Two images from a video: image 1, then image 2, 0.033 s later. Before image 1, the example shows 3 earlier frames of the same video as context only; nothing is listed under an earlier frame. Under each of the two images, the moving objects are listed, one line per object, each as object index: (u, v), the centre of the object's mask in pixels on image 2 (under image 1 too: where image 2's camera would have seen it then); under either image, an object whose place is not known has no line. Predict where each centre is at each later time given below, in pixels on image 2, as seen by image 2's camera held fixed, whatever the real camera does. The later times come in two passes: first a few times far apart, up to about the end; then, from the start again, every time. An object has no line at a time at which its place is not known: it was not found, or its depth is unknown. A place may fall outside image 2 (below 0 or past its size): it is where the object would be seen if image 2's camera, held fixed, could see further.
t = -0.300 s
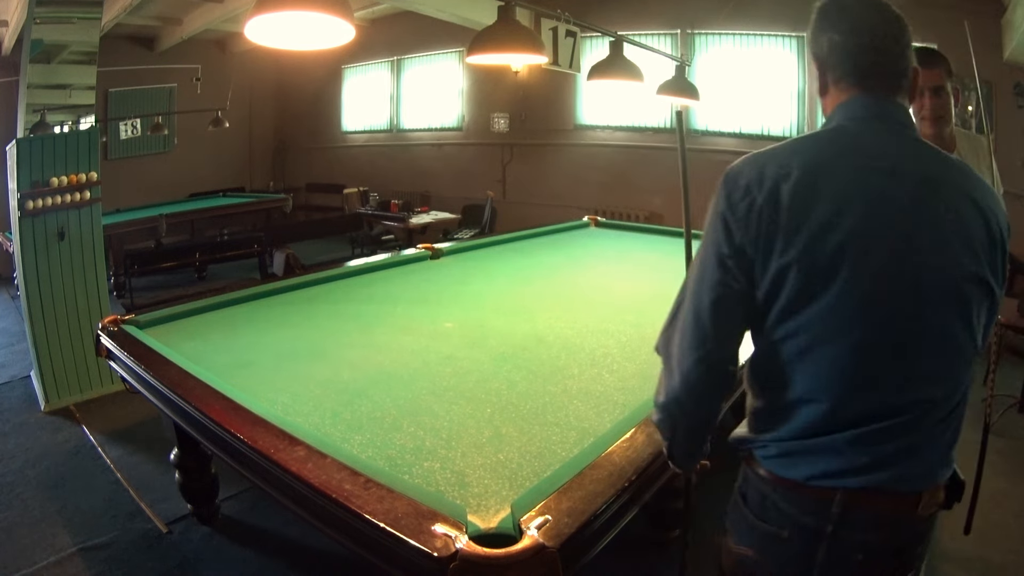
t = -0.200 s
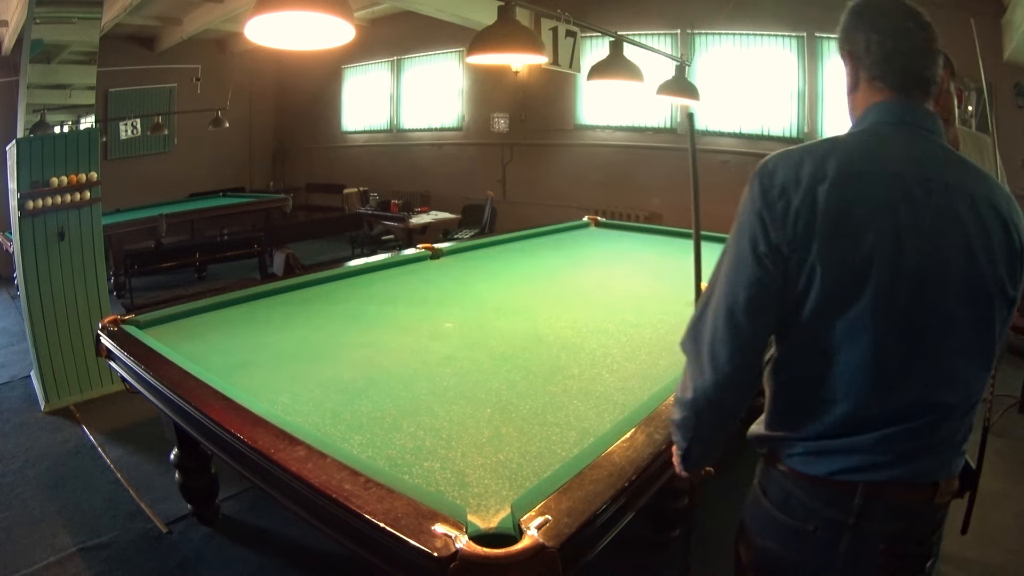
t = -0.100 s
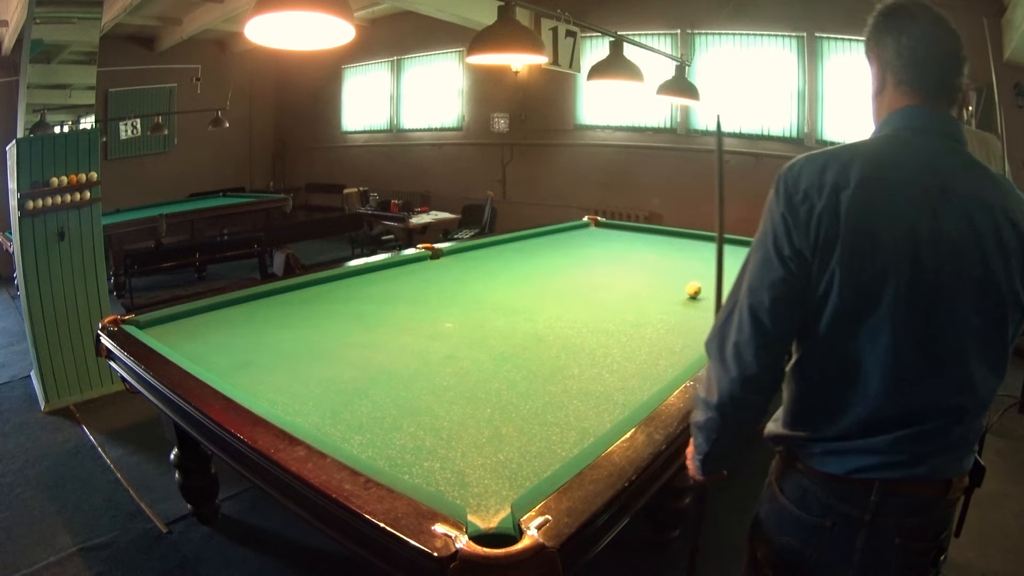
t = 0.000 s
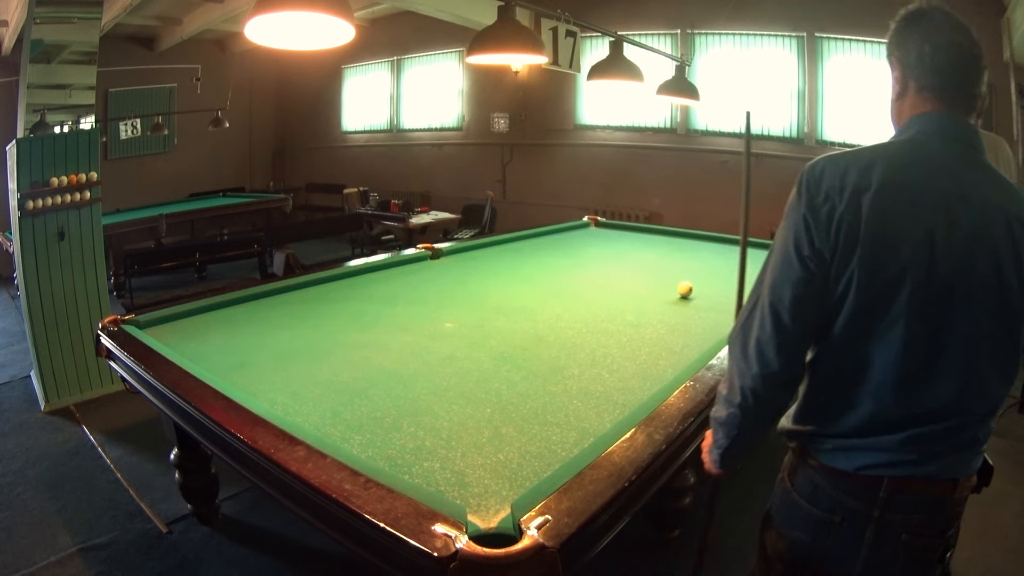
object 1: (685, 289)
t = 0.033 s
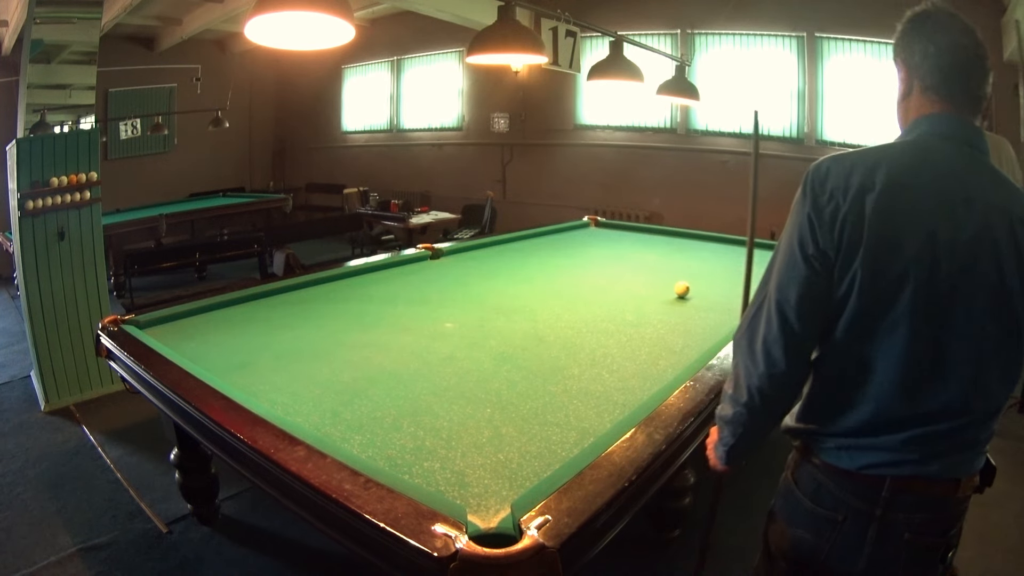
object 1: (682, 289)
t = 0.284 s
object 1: (661, 289)
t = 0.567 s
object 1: (638, 288)
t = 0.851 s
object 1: (615, 288)
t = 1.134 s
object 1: (593, 287)
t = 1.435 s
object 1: (572, 286)
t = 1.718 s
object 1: (552, 286)
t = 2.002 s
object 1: (534, 286)
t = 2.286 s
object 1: (517, 285)
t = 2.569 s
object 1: (501, 285)
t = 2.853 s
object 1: (485, 285)
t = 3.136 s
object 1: (471, 285)
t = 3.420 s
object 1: (459, 285)
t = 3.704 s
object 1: (448, 285)
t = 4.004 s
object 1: (437, 285)
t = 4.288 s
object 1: (428, 286)
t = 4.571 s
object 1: (421, 286)
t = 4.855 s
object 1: (415, 286)
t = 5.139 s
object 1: (410, 286)
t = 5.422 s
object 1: (407, 286)
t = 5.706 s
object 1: (406, 286)
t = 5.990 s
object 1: (405, 286)
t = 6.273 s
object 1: (405, 286)
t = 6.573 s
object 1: (405, 286)
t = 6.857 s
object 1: (405, 286)
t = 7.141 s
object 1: (405, 286)
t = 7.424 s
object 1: (405, 286)
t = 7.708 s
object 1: (405, 286)
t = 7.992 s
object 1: (405, 286)
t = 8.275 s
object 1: (405, 286)
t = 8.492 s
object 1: (405, 286)
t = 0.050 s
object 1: (680, 289)
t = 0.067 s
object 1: (679, 289)
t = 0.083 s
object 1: (677, 289)
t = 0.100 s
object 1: (676, 289)
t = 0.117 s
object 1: (675, 289)
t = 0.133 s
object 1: (673, 289)
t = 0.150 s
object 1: (672, 289)
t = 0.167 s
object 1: (670, 289)
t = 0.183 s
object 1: (669, 289)
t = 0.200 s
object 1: (668, 289)
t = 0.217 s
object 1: (666, 289)
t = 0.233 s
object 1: (665, 289)
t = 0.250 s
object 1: (663, 288)
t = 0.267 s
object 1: (662, 289)
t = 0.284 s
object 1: (661, 289)
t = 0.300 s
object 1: (659, 289)
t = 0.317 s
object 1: (658, 289)
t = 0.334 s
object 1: (657, 288)
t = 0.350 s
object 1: (655, 288)
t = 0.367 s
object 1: (654, 288)
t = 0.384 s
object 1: (653, 288)
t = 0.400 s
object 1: (651, 288)
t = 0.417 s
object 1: (650, 288)
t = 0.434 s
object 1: (648, 288)
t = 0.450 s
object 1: (647, 288)
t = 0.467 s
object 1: (645, 288)
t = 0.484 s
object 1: (644, 288)
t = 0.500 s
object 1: (643, 288)
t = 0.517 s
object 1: (642, 288)
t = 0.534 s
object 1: (640, 288)
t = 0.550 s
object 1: (639, 288)
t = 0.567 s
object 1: (638, 288)
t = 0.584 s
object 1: (636, 288)
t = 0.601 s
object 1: (635, 288)
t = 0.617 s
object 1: (634, 288)
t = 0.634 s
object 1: (632, 288)
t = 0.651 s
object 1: (631, 288)
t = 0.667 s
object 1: (629, 288)
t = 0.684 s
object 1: (628, 288)
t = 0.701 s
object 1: (627, 288)
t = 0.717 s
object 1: (625, 288)
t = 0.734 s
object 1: (624, 287)
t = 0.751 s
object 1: (623, 288)
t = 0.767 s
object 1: (622, 288)
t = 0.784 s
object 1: (620, 287)
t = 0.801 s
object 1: (619, 288)
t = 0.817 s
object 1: (617, 288)
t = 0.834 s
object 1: (616, 287)
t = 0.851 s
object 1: (615, 288)
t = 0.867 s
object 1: (614, 287)
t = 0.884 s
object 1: (612, 287)
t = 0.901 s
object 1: (611, 287)
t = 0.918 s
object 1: (610, 287)
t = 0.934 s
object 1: (608, 287)
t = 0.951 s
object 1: (607, 287)
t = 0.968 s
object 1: (606, 287)
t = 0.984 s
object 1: (605, 287)
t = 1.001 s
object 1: (603, 287)
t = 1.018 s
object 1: (602, 287)
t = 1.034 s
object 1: (601, 287)
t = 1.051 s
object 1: (600, 287)
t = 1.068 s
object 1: (598, 287)
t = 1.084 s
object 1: (597, 287)
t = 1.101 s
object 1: (596, 287)
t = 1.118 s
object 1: (595, 287)
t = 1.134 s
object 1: (593, 287)
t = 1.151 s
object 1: (592, 287)
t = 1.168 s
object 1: (591, 287)
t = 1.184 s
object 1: (590, 287)
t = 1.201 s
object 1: (588, 287)
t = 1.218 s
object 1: (587, 287)
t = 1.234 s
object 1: (586, 287)
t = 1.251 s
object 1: (585, 287)
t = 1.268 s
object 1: (584, 287)
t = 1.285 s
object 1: (583, 287)
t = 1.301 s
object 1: (581, 287)
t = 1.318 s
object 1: (580, 287)
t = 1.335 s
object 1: (579, 286)
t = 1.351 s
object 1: (578, 286)
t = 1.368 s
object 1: (577, 286)
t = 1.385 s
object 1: (575, 286)
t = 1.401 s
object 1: (574, 286)
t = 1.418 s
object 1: (573, 286)
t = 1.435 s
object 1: (572, 286)
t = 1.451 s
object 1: (571, 286)
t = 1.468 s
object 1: (569, 286)
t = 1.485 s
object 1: (568, 286)
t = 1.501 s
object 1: (567, 286)
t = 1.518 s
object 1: (566, 286)
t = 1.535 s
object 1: (565, 286)
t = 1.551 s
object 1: (564, 286)
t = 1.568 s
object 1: (563, 286)
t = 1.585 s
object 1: (561, 286)
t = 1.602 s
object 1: (560, 286)
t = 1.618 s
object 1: (559, 286)
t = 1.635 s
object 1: (558, 286)
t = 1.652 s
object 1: (557, 286)
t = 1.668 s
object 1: (556, 286)
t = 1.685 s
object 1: (555, 286)
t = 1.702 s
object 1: (554, 286)
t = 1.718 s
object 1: (552, 286)
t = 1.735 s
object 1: (551, 286)
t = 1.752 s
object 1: (550, 286)
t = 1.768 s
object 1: (549, 286)
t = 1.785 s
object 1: (548, 286)
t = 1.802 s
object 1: (547, 286)
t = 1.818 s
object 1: (546, 286)
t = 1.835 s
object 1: (545, 286)
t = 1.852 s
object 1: (544, 286)
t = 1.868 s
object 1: (543, 286)
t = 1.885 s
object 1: (542, 286)
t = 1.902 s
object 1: (540, 286)
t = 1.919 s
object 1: (540, 285)
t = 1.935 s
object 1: (538, 286)
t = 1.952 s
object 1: (537, 286)
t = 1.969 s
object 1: (536, 286)
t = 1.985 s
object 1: (536, 285)
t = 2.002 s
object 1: (534, 286)
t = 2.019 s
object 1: (533, 286)
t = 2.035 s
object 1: (532, 286)
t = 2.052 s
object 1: (531, 286)
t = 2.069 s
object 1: (530, 286)
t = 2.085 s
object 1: (529, 285)
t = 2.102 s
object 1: (528, 285)
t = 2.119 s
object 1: (527, 285)
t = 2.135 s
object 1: (526, 285)
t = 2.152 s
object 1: (525, 285)
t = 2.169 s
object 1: (524, 285)
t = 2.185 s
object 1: (523, 285)
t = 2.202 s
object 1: (522, 285)
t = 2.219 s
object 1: (521, 285)
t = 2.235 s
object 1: (520, 285)
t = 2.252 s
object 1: (519, 285)
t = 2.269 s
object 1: (518, 285)
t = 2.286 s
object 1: (517, 285)
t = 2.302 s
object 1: (516, 285)
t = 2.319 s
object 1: (515, 285)
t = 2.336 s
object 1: (514, 285)
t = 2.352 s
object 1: (513, 285)
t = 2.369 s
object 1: (512, 285)
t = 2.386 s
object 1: (511, 285)
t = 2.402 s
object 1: (510, 285)
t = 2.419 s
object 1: (509, 285)
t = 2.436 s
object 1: (508, 285)
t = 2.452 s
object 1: (507, 285)
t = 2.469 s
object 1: (506, 285)
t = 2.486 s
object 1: (505, 285)
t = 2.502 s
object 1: (504, 285)
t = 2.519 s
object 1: (503, 285)
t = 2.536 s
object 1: (502, 285)
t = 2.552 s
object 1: (501, 285)
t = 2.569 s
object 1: (501, 285)
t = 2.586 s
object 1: (500, 285)
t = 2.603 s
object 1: (499, 285)
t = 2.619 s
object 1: (498, 285)
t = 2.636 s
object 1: (497, 285)
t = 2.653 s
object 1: (496, 285)
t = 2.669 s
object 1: (495, 285)
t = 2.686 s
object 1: (494, 285)
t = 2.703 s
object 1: (493, 285)
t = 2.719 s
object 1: (492, 285)
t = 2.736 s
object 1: (491, 285)
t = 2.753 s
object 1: (491, 285)
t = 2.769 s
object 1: (490, 285)
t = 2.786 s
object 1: (489, 285)
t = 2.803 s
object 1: (488, 285)
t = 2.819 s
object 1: (487, 285)
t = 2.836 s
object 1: (486, 285)
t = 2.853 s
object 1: (485, 285)
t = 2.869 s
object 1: (485, 285)
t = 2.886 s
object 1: (484, 285)
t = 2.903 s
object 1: (483, 285)
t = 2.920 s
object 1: (482, 285)
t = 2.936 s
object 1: (481, 285)
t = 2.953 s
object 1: (480, 285)
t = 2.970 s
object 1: (479, 285)
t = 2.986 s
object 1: (479, 285)
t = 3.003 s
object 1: (478, 285)
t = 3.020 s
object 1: (477, 285)
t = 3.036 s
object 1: (476, 285)
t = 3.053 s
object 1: (475, 285)
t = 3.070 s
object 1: (475, 285)
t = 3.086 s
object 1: (474, 285)
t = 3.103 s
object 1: (473, 285)
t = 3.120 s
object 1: (472, 285)
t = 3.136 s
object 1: (471, 285)
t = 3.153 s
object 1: (471, 285)
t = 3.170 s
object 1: (470, 285)
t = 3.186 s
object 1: (469, 285)
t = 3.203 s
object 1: (468, 285)
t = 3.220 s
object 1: (468, 285)
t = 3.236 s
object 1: (467, 285)
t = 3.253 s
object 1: (466, 285)
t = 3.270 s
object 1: (465, 285)
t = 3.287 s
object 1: (465, 285)
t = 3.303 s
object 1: (464, 285)
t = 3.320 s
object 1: (463, 285)
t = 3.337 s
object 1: (462, 285)
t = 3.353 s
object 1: (462, 285)
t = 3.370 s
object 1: (461, 285)
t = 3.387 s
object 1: (460, 285)
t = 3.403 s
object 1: (460, 285)
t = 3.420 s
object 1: (459, 285)
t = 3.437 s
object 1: (458, 285)
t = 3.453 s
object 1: (457, 285)
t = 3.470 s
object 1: (457, 285)
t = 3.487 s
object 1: (456, 285)
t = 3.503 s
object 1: (455, 285)
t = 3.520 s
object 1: (455, 285)
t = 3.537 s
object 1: (454, 285)
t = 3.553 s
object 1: (453, 285)
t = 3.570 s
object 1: (453, 285)
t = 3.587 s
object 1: (452, 285)
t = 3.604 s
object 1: (451, 285)
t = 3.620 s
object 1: (451, 285)
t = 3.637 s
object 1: (450, 285)
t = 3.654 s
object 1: (450, 285)
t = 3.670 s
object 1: (449, 285)
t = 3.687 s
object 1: (448, 285)
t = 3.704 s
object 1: (448, 285)
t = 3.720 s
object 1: (447, 285)
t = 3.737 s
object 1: (446, 285)
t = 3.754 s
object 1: (446, 285)
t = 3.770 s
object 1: (445, 285)
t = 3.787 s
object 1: (444, 285)
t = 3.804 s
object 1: (444, 285)
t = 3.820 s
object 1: (443, 285)
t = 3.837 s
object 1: (443, 285)
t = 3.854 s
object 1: (442, 285)
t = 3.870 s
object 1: (442, 285)
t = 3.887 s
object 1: (441, 285)
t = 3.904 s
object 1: (440, 285)
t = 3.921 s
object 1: (440, 285)
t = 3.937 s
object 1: (439, 285)
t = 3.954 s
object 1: (439, 285)
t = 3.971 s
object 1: (438, 285)
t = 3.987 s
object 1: (438, 285)
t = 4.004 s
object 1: (437, 285)
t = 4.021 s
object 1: (436, 285)
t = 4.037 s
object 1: (436, 285)
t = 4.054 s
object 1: (435, 285)
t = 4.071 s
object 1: (435, 285)
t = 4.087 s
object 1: (434, 285)
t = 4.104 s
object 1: (434, 286)
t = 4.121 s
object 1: (433, 285)
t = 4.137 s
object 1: (433, 285)
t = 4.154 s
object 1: (432, 286)
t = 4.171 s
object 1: (432, 286)
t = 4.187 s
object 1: (431, 286)
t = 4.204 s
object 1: (431, 286)
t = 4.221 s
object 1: (430, 285)
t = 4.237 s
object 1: (430, 286)
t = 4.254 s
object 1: (429, 286)
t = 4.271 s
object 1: (429, 286)
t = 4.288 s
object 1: (428, 286)
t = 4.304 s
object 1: (428, 286)
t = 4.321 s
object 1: (427, 286)
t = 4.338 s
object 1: (427, 286)
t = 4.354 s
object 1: (426, 286)
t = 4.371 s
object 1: (426, 286)
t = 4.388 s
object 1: (426, 286)
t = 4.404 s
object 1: (425, 286)
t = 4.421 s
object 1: (425, 286)
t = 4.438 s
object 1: (424, 286)
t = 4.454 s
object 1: (424, 286)
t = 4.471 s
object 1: (423, 286)
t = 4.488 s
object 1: (423, 286)
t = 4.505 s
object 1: (422, 286)
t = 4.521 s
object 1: (422, 286)
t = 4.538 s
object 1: (422, 286)
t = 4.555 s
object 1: (421, 286)
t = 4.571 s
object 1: (421, 286)
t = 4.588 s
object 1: (420, 286)
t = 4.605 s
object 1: (420, 286)
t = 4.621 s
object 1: (420, 286)
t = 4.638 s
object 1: (419, 286)
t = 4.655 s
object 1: (419, 286)
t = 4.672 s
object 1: (418, 286)
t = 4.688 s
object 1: (418, 286)
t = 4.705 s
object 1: (418, 286)
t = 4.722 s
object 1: (418, 286)
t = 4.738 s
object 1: (417, 286)
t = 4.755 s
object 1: (417, 286)
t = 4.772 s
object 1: (417, 286)
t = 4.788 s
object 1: (416, 286)
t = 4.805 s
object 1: (416, 286)
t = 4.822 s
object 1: (416, 286)
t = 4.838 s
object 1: (415, 286)
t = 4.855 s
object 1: (415, 286)
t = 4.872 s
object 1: (415, 286)
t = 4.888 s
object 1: (414, 286)
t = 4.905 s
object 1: (414, 286)
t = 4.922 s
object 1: (414, 286)
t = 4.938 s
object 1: (413, 286)
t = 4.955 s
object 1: (413, 286)
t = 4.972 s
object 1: (413, 286)
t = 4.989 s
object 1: (413, 286)
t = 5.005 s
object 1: (412, 286)
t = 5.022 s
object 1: (412, 286)
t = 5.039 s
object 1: (412, 286)
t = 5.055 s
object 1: (411, 286)
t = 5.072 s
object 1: (411, 286)
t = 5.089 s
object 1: (411, 286)
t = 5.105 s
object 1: (411, 286)
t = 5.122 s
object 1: (410, 286)
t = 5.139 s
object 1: (410, 286)
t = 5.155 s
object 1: (410, 286)
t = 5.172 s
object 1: (410, 286)
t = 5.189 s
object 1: (409, 286)
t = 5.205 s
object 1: (409, 286)
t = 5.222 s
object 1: (409, 286)
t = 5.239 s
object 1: (409, 286)
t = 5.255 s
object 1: (409, 286)
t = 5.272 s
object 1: (409, 286)
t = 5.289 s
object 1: (408, 286)
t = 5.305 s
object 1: (408, 286)
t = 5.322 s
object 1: (408, 286)
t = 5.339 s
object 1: (408, 286)
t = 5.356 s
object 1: (408, 286)
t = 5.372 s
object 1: (408, 286)
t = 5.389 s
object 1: (408, 286)
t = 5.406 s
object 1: (408, 286)
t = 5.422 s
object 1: (407, 286)
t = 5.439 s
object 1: (407, 286)
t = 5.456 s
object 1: (407, 286)
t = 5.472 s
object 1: (407, 286)
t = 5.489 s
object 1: (407, 286)
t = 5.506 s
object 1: (407, 286)
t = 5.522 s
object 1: (407, 286)
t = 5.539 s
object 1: (407, 286)
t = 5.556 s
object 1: (406, 286)
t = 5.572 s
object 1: (406, 286)
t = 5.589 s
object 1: (406, 286)
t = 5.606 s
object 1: (406, 286)
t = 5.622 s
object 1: (406, 286)
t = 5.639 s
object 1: (406, 286)
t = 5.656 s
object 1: (406, 286)
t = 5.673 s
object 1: (406, 286)
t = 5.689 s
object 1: (406, 286)
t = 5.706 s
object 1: (406, 286)
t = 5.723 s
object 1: (406, 286)
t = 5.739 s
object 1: (406, 286)
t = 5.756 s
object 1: (406, 286)
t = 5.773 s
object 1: (406, 286)
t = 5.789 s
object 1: (406, 286)
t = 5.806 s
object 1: (406, 286)
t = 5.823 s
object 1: (406, 286)
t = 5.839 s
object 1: (406, 286)
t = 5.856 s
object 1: (406, 286)
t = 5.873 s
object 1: (405, 286)
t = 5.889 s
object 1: (406, 286)
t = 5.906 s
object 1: (405, 286)
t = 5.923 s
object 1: (405, 286)
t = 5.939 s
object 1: (405, 286)
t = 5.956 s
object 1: (405, 286)
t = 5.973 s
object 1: (405, 286)
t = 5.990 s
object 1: (405, 286)
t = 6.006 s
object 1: (405, 286)
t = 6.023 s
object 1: (405, 286)
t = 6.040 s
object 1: (405, 286)
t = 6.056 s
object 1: (405, 286)
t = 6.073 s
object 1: (405, 286)
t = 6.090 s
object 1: (405, 286)
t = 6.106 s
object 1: (405, 286)
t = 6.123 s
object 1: (405, 286)
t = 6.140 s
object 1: (405, 286)
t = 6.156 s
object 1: (405, 286)
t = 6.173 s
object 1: (405, 286)
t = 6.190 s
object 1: (405, 286)
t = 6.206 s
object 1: (405, 286)
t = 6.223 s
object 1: (405, 286)
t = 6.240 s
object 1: (405, 286)
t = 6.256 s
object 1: (405, 286)
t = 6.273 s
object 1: (405, 286)
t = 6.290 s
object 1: (405, 286)
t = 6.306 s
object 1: (405, 286)
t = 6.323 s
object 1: (405, 286)
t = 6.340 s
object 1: (405, 286)
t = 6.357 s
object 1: (405, 286)
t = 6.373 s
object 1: (405, 286)
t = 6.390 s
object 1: (405, 286)
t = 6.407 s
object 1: (405, 286)
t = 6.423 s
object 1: (405, 286)
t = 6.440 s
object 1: (405, 286)
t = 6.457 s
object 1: (405, 286)
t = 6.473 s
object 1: (405, 286)
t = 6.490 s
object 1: (405, 286)
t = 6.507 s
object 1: (405, 286)
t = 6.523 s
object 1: (405, 286)
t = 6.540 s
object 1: (405, 286)
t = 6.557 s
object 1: (405, 286)
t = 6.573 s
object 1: (405, 286)
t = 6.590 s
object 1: (405, 286)
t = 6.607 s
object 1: (405, 286)
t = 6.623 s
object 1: (405, 286)
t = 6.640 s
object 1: (405, 286)
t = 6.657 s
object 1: (405, 286)
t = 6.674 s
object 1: (405, 286)
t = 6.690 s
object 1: (405, 286)
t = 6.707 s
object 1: (405, 286)
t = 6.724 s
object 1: (405, 286)
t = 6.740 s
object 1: (405, 286)
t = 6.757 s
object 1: (405, 286)
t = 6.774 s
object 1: (405, 286)
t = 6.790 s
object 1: (405, 286)
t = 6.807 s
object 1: (405, 286)
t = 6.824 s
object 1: (405, 286)
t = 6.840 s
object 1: (405, 286)
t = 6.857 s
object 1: (405, 286)
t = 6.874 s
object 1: (405, 286)
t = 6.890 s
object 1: (405, 286)
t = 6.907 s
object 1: (405, 286)
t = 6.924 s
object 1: (405, 286)
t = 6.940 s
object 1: (405, 286)
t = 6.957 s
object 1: (405, 286)
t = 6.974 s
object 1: (405, 286)
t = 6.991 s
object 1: (405, 286)
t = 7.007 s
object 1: (405, 286)
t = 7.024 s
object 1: (405, 286)
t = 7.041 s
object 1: (405, 286)
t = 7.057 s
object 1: (405, 286)
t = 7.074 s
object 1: (405, 286)
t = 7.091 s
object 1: (405, 286)
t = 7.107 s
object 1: (405, 286)
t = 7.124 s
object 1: (405, 286)
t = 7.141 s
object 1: (405, 286)
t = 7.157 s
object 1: (405, 286)
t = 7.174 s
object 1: (405, 286)
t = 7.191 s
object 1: (405, 286)
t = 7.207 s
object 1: (405, 286)
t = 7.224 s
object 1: (405, 286)
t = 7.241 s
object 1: (405, 286)
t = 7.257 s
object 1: (405, 286)
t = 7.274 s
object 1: (405, 286)
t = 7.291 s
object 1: (405, 286)
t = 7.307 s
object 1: (405, 286)
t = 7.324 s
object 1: (405, 286)
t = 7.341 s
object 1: (405, 286)
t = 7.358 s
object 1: (405, 286)
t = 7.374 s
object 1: (405, 286)
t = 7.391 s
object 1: (405, 286)
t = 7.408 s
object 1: (405, 286)
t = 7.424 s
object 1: (405, 286)
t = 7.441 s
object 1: (405, 286)
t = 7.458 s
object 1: (405, 286)
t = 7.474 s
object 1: (405, 286)
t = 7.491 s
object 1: (405, 286)
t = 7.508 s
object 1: (405, 286)
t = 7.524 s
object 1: (405, 286)
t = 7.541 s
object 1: (405, 286)
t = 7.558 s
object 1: (405, 286)
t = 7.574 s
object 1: (405, 286)
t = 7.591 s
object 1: (405, 286)
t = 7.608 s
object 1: (405, 286)
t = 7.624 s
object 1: (405, 286)
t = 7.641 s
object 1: (405, 286)
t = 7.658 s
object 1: (405, 286)
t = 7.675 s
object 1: (405, 286)
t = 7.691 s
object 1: (405, 286)
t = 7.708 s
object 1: (405, 286)
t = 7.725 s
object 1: (405, 286)
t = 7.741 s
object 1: (405, 286)
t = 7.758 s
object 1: (405, 286)
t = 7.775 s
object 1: (405, 286)
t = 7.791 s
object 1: (405, 286)
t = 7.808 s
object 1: (405, 286)
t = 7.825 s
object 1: (405, 286)
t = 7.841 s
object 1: (405, 286)
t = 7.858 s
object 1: (405, 286)
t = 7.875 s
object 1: (405, 286)
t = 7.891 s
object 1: (405, 286)
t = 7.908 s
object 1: (405, 286)
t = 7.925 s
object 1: (405, 286)
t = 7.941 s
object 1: (405, 286)
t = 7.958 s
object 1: (405, 286)
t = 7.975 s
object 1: (405, 286)
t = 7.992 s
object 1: (405, 286)
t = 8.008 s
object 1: (405, 286)
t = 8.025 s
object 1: (405, 286)
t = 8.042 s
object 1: (405, 286)
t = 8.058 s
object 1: (405, 286)
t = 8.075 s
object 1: (405, 286)
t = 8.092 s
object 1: (405, 286)
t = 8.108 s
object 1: (405, 286)
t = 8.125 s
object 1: (405, 286)
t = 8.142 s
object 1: (405, 286)
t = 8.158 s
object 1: (405, 286)
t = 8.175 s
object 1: (405, 286)
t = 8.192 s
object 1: (405, 286)
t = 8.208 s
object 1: (405, 286)
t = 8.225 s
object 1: (405, 286)
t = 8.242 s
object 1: (405, 286)
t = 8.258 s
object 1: (405, 286)
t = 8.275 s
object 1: (405, 286)
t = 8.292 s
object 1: (405, 286)
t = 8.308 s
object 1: (405, 286)
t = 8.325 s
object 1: (405, 286)
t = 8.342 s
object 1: (405, 286)
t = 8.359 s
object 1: (405, 286)
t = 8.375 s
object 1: (405, 286)
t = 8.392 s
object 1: (405, 286)
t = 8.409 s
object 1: (405, 286)
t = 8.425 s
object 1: (405, 286)
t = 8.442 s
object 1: (405, 286)
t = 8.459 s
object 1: (405, 286)
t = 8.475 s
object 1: (405, 286)
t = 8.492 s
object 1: (405, 286)
